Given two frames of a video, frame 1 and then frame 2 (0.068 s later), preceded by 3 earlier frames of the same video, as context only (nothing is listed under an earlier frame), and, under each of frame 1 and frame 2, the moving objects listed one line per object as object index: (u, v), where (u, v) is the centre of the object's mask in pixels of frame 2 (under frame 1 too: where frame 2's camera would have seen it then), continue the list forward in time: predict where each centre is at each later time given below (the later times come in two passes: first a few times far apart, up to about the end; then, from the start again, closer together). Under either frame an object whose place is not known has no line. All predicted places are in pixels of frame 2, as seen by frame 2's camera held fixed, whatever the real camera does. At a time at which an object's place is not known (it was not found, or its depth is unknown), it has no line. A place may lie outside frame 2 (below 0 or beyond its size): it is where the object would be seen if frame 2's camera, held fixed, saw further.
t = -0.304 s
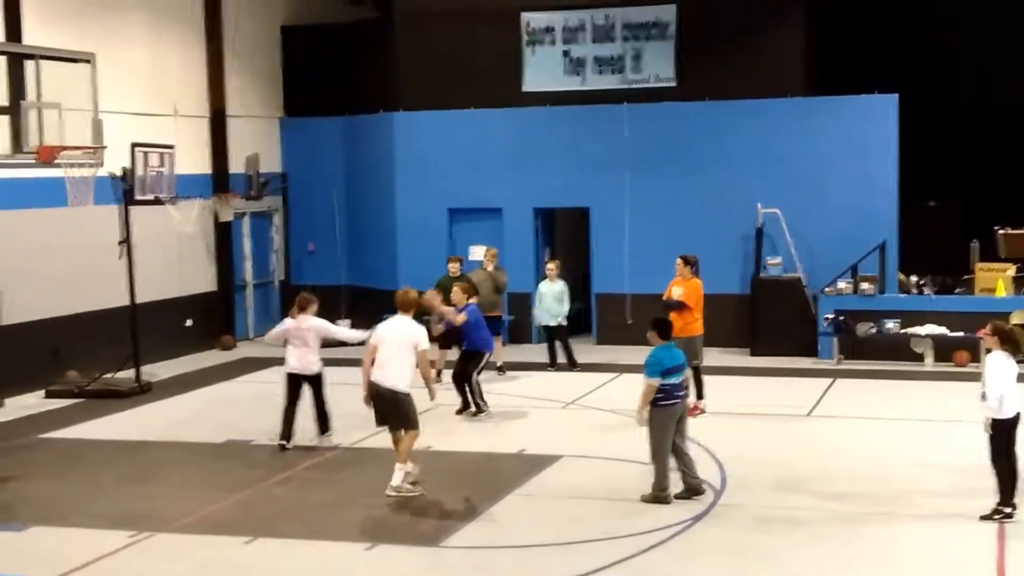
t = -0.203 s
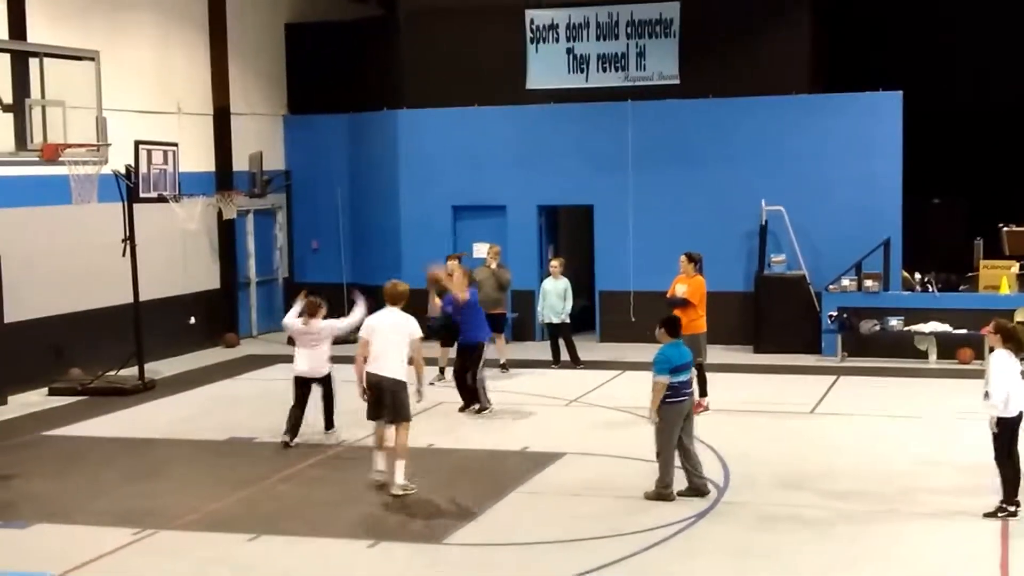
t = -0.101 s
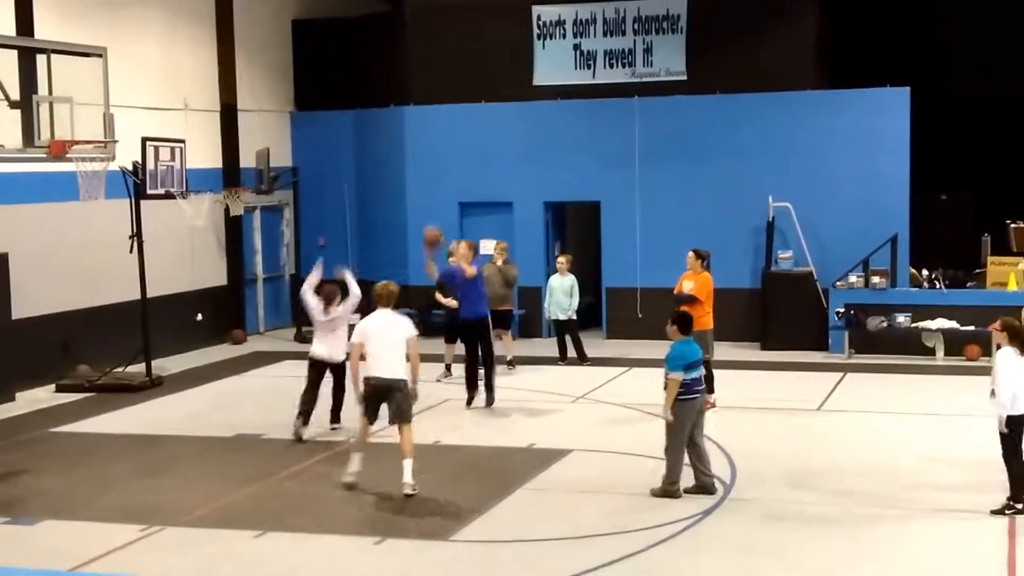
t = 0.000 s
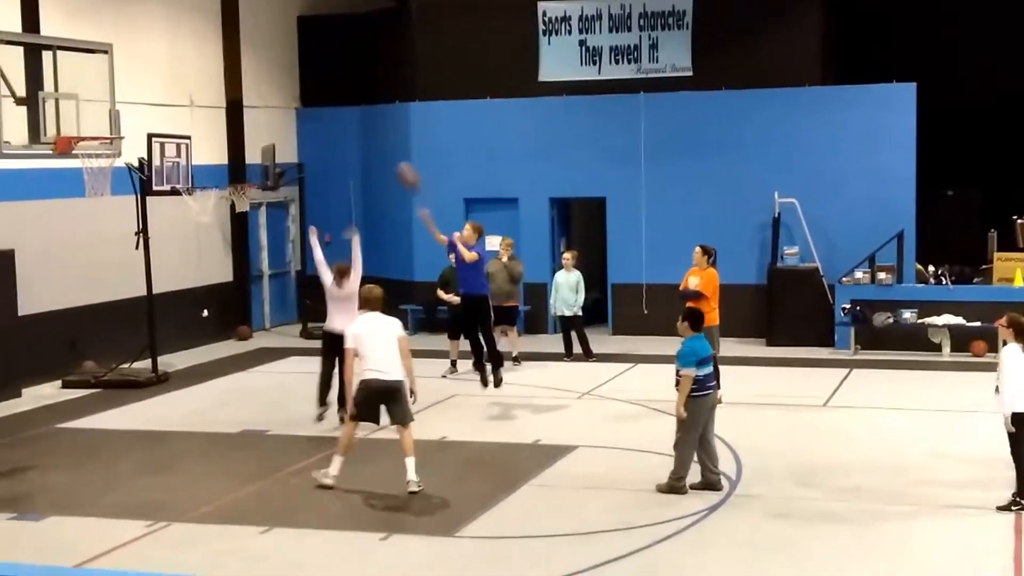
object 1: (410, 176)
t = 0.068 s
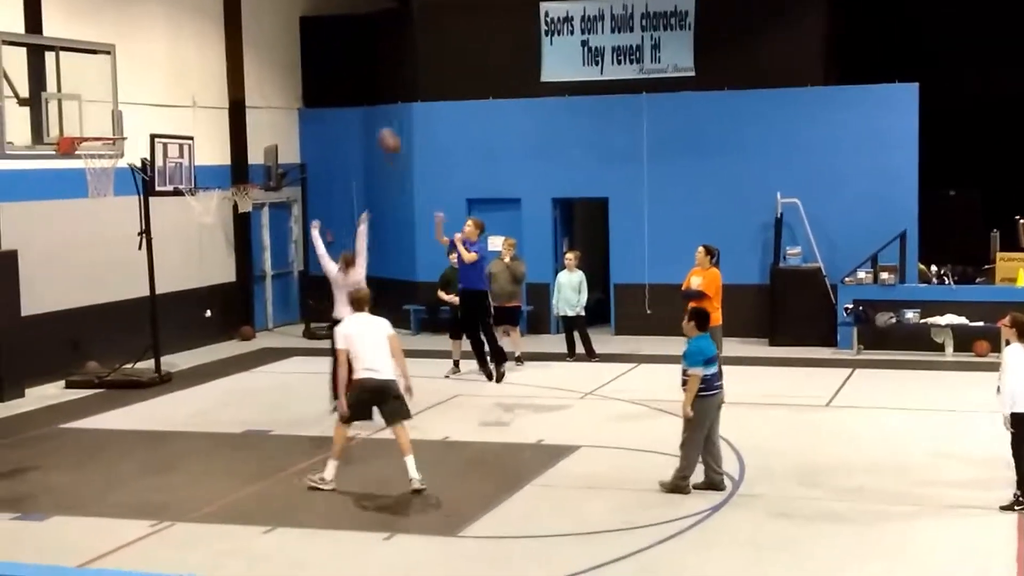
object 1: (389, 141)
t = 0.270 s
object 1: (324, 62)
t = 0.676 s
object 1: (188, 8)
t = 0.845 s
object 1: (130, 25)
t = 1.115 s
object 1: (89, 124)
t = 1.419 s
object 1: (169, 116)
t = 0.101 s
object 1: (378, 124)
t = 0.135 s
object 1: (367, 109)
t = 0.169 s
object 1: (356, 96)
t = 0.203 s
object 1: (346, 84)
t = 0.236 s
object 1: (335, 73)
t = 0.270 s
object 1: (324, 62)
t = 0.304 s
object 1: (314, 51)
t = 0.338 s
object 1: (303, 41)
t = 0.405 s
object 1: (280, 25)
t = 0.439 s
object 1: (268, 19)
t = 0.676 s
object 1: (188, 8)
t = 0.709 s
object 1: (176, 9)
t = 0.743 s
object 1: (163, 11)
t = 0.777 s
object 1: (153, 14)
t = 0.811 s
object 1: (141, 19)
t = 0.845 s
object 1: (130, 25)
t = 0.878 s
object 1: (117, 35)
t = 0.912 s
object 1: (104, 44)
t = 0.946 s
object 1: (93, 54)
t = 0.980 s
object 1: (81, 67)
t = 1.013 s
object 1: (78, 77)
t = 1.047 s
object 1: (83, 98)
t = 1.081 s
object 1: (86, 110)
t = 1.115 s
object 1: (89, 124)
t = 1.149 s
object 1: (98, 129)
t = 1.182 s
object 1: (111, 126)
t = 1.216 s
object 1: (121, 125)
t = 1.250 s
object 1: (129, 120)
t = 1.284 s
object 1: (138, 117)
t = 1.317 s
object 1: (146, 115)
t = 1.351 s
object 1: (153, 115)
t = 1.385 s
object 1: (161, 115)
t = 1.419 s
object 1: (169, 116)
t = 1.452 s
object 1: (178, 118)
